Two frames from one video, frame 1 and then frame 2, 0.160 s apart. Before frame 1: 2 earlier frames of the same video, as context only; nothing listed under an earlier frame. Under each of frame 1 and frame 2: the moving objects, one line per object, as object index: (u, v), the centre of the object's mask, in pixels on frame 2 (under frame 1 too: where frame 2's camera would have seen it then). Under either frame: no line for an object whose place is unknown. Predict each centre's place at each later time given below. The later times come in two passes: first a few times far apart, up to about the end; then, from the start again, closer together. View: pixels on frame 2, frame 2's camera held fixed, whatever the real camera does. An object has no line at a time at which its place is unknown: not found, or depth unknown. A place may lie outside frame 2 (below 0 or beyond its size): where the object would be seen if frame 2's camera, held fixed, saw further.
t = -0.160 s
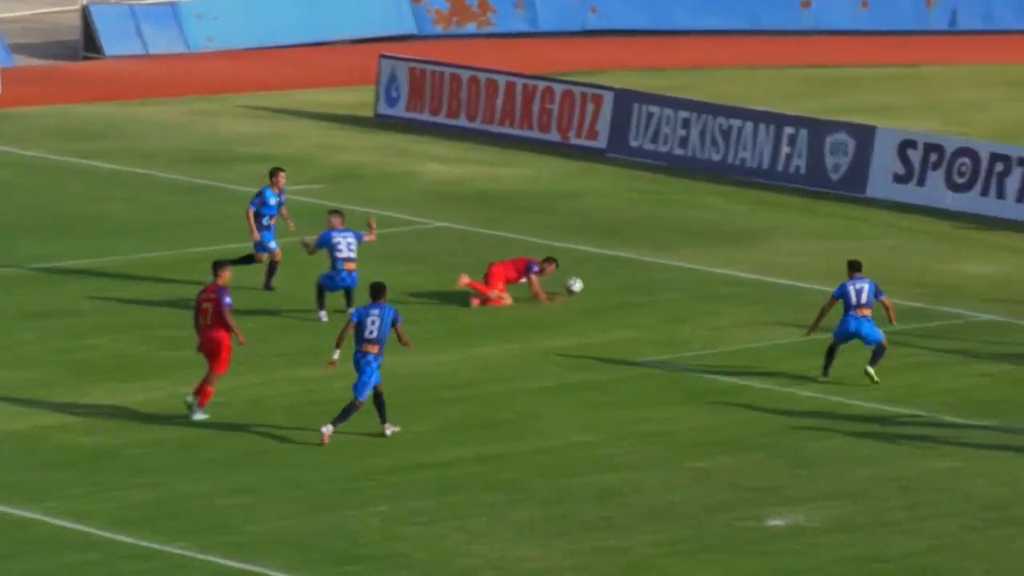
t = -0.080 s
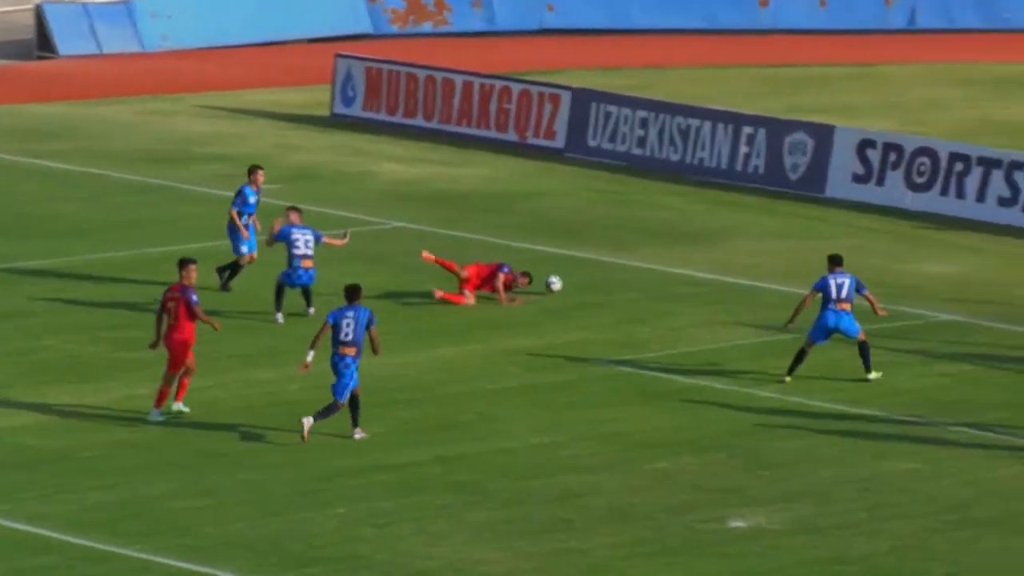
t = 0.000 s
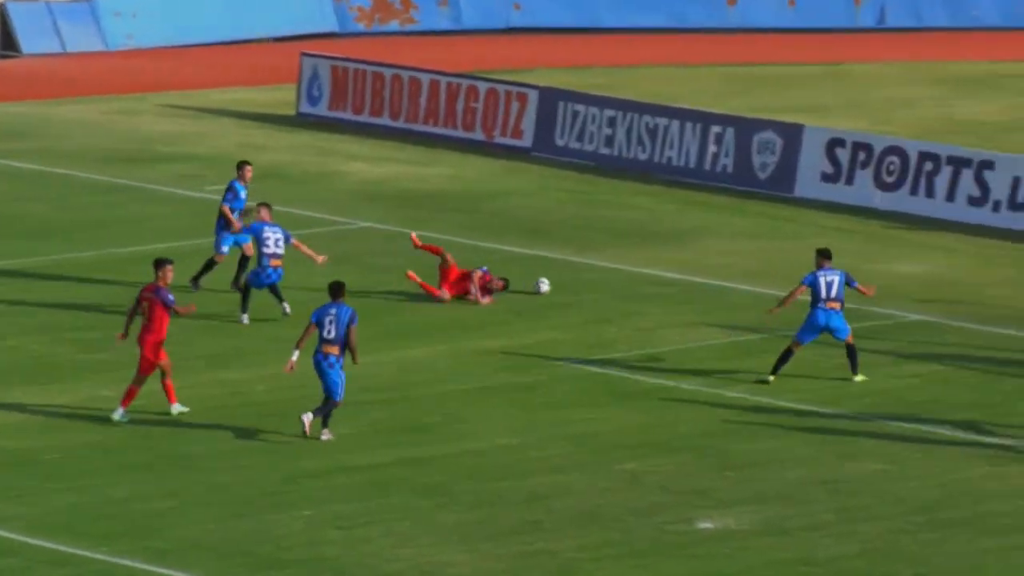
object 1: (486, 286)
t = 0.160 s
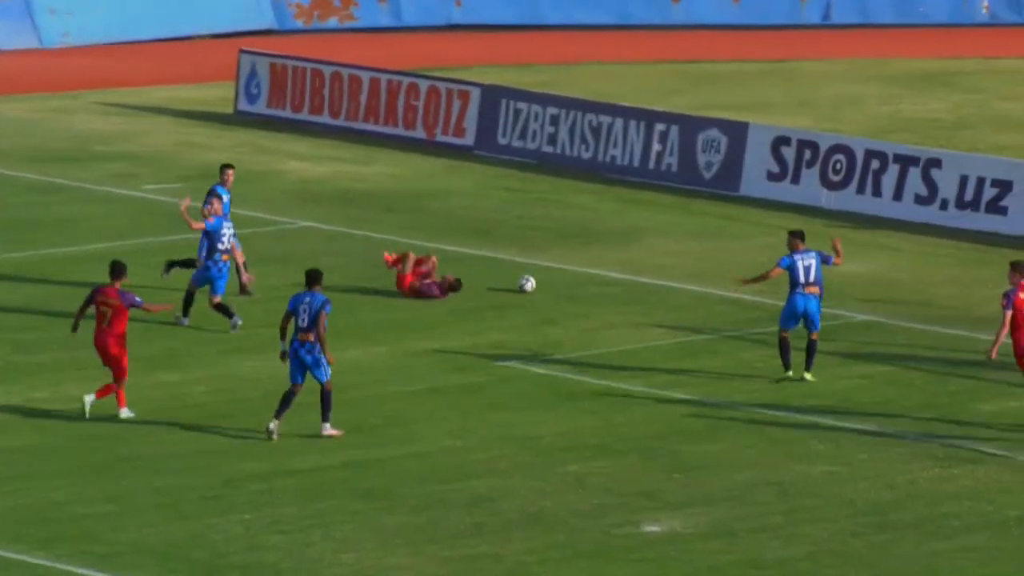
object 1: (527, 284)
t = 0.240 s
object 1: (547, 282)
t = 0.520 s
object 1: (616, 281)
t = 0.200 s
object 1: (538, 283)
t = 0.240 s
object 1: (547, 282)
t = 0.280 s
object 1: (558, 282)
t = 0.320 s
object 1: (567, 282)
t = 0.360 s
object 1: (577, 282)
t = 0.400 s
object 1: (587, 281)
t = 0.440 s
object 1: (596, 281)
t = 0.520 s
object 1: (616, 281)
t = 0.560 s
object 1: (625, 280)
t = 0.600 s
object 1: (634, 278)
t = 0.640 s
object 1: (644, 278)
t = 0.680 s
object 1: (653, 277)
